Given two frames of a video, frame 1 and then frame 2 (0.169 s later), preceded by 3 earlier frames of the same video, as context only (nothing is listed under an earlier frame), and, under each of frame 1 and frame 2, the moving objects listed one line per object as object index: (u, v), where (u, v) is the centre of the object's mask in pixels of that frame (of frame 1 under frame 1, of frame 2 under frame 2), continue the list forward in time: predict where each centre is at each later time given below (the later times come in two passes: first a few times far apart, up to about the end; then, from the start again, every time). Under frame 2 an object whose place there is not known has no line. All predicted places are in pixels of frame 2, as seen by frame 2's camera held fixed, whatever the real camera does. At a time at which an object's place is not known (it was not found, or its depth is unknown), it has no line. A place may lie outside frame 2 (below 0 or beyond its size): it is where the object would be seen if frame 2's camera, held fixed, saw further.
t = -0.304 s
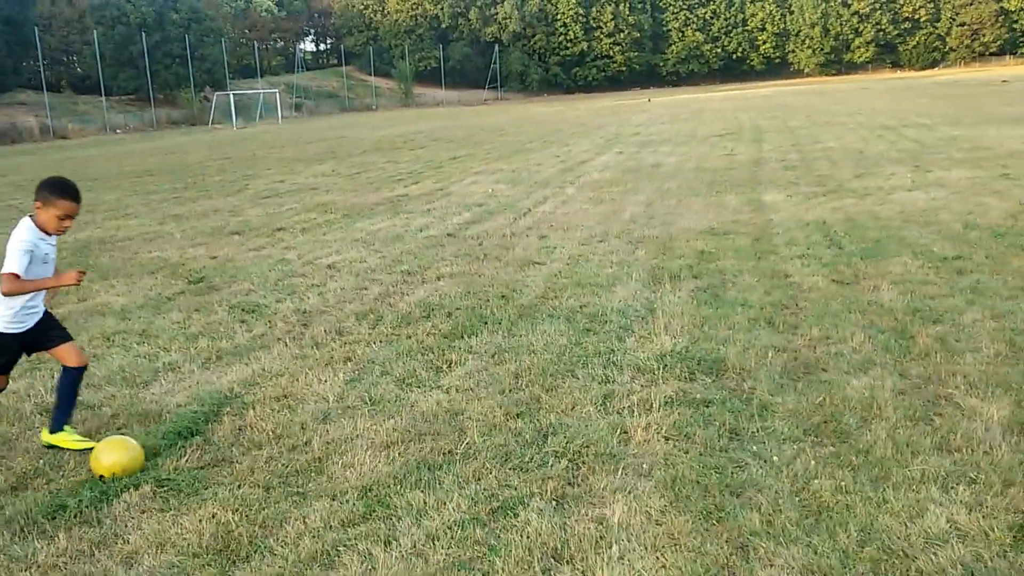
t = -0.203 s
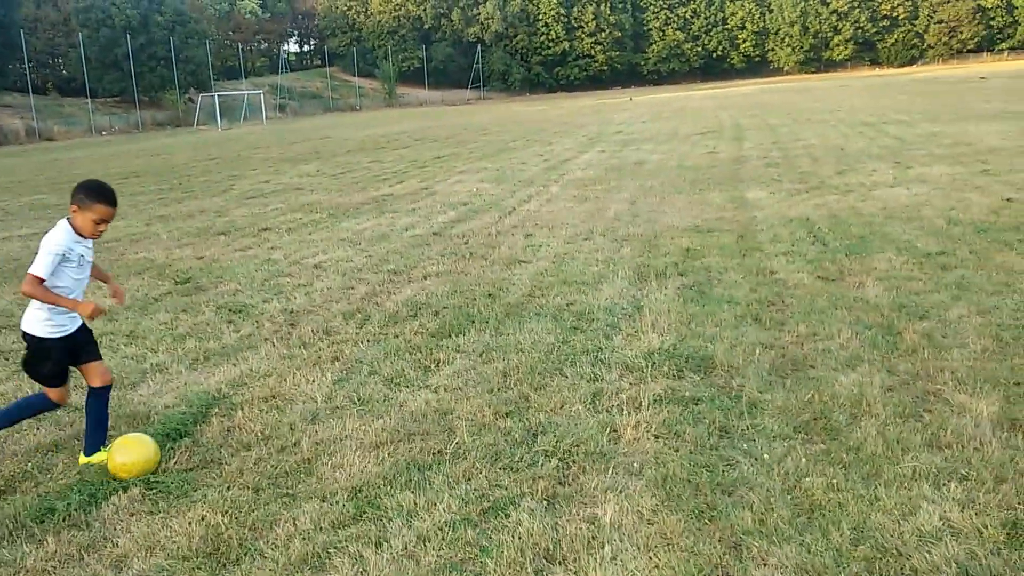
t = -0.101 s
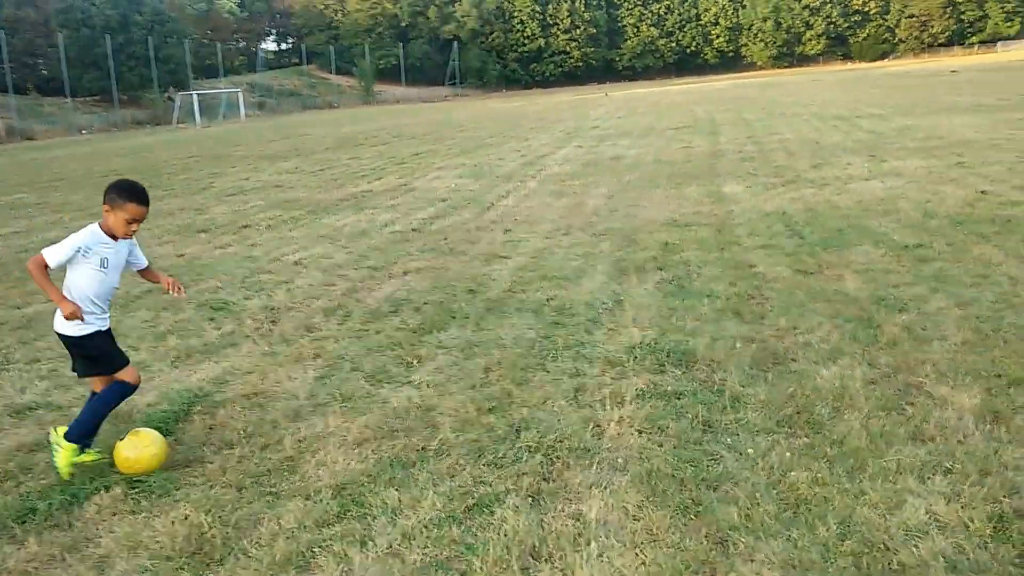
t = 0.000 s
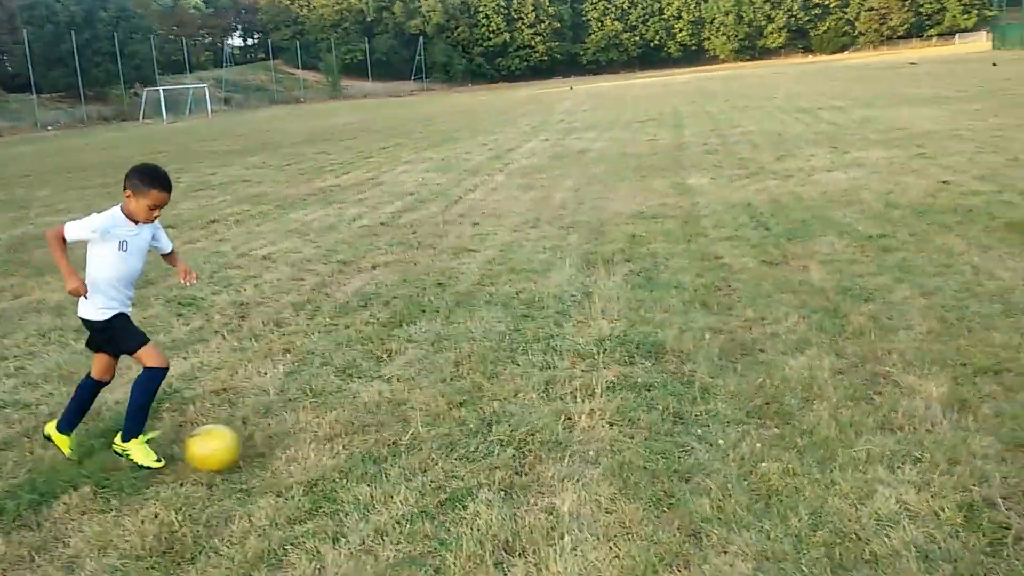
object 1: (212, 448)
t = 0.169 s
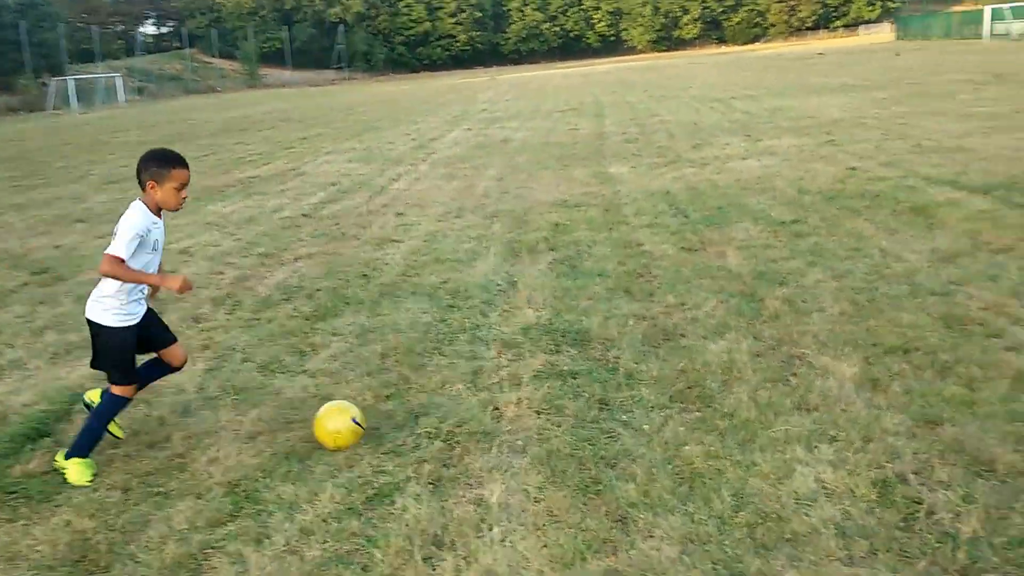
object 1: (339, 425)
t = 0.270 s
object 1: (432, 414)
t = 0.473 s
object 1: (582, 397)
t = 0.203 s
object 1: (374, 422)
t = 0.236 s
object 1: (405, 418)
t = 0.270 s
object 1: (432, 414)
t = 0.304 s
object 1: (459, 411)
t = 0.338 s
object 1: (486, 408)
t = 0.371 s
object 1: (511, 408)
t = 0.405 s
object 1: (537, 407)
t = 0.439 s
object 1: (560, 402)
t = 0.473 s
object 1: (582, 397)
